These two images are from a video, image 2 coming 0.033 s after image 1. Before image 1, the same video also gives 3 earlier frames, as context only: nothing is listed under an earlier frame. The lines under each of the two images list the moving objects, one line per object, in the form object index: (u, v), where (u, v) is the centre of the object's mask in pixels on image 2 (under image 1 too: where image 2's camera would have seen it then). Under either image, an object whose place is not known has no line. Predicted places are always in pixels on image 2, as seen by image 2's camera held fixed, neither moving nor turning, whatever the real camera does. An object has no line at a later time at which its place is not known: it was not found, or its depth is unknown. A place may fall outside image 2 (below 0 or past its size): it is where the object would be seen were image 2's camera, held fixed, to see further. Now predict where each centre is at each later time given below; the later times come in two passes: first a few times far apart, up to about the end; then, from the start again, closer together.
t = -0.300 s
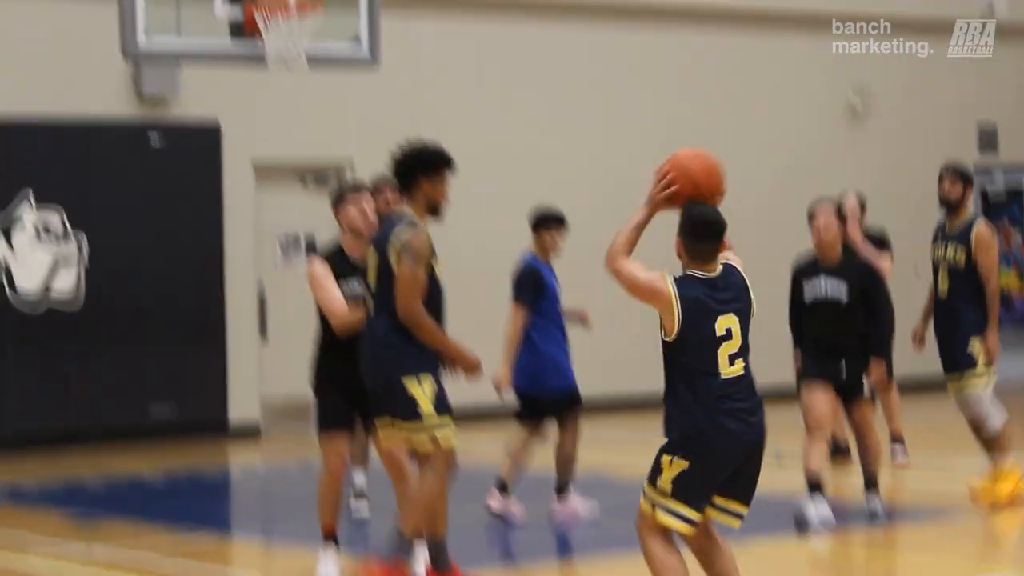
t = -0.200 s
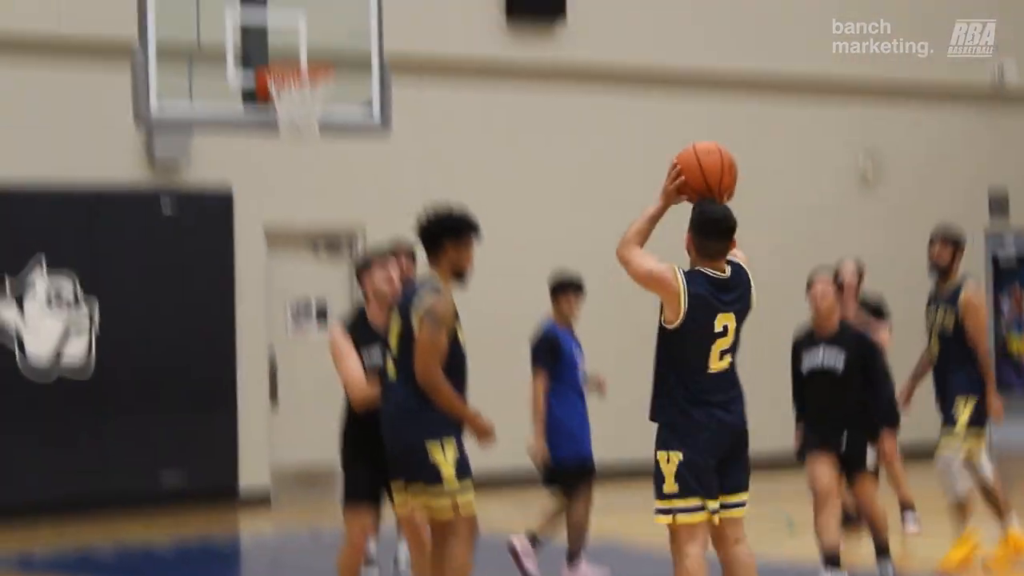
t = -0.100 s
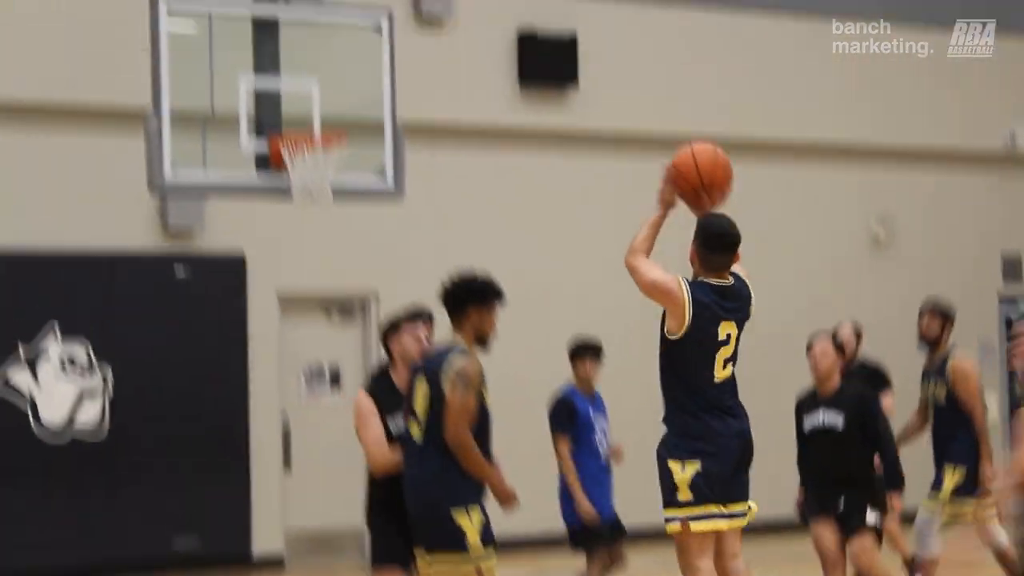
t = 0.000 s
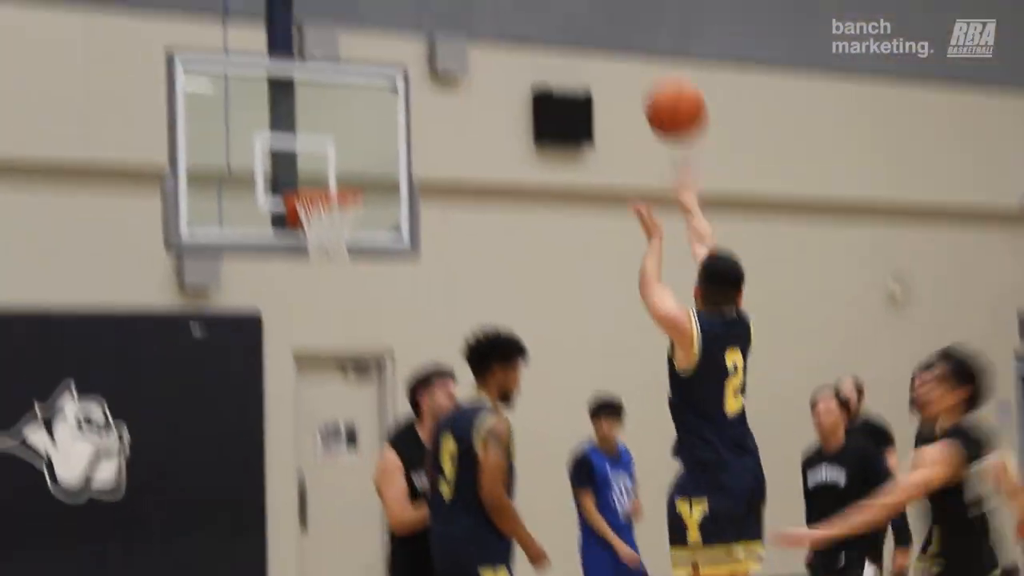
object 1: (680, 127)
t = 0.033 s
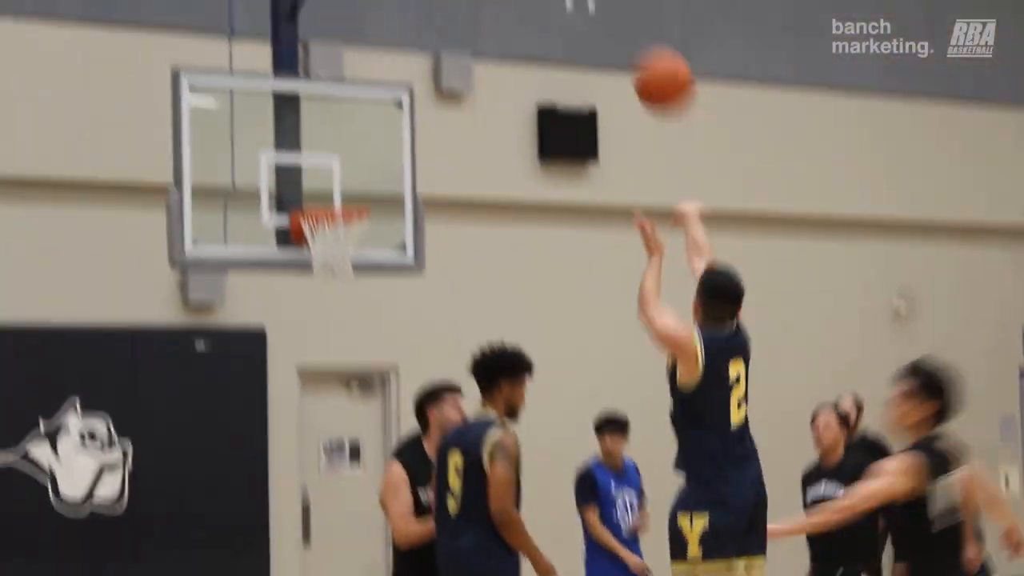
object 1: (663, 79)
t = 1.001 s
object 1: (388, 17)
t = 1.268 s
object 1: (361, 186)
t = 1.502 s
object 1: (443, 132)
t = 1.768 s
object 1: (552, 159)
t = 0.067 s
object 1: (648, 41)
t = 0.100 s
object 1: (633, 6)
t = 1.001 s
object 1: (388, 17)
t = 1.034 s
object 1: (382, 40)
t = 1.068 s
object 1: (378, 66)
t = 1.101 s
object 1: (373, 94)
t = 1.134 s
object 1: (368, 120)
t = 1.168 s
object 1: (364, 149)
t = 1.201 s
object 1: (361, 177)
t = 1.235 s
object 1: (358, 196)
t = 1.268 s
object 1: (361, 186)
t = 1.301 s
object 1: (367, 175)
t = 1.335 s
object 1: (379, 164)
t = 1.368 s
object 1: (391, 154)
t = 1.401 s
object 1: (405, 146)
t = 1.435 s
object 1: (418, 139)
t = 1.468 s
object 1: (432, 134)
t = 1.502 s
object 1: (443, 132)
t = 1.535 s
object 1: (457, 129)
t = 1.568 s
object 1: (470, 128)
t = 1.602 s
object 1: (483, 129)
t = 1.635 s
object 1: (496, 132)
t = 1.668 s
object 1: (510, 136)
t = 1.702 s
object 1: (524, 142)
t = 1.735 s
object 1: (538, 149)
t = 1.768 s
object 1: (552, 159)
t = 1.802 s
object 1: (566, 168)
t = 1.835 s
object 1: (580, 180)
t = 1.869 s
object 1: (595, 195)
